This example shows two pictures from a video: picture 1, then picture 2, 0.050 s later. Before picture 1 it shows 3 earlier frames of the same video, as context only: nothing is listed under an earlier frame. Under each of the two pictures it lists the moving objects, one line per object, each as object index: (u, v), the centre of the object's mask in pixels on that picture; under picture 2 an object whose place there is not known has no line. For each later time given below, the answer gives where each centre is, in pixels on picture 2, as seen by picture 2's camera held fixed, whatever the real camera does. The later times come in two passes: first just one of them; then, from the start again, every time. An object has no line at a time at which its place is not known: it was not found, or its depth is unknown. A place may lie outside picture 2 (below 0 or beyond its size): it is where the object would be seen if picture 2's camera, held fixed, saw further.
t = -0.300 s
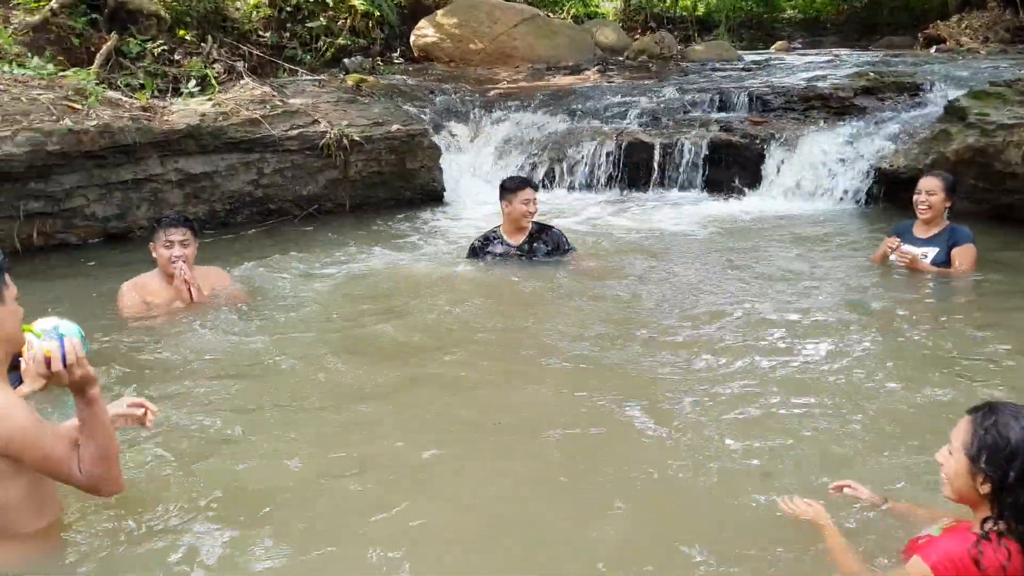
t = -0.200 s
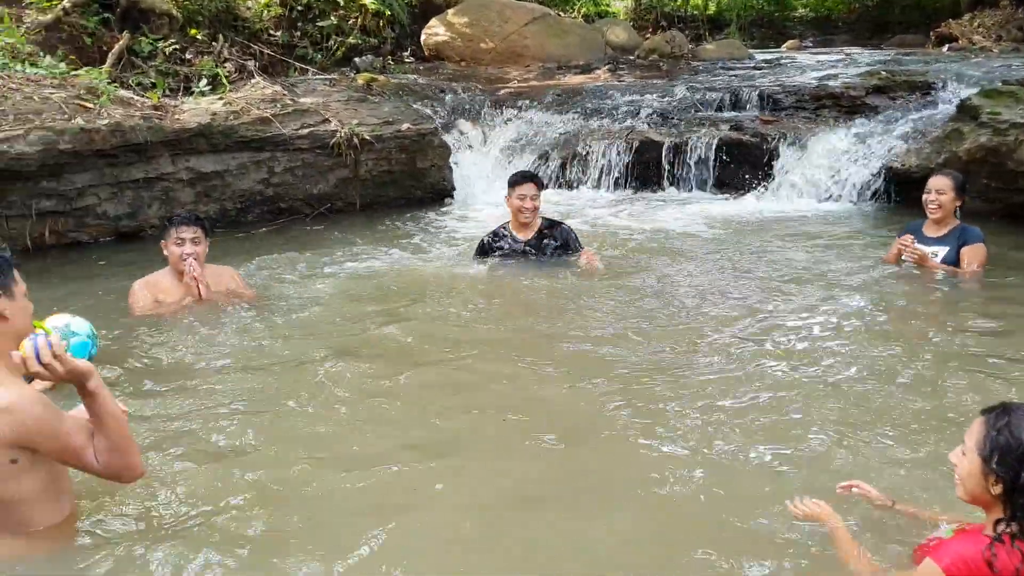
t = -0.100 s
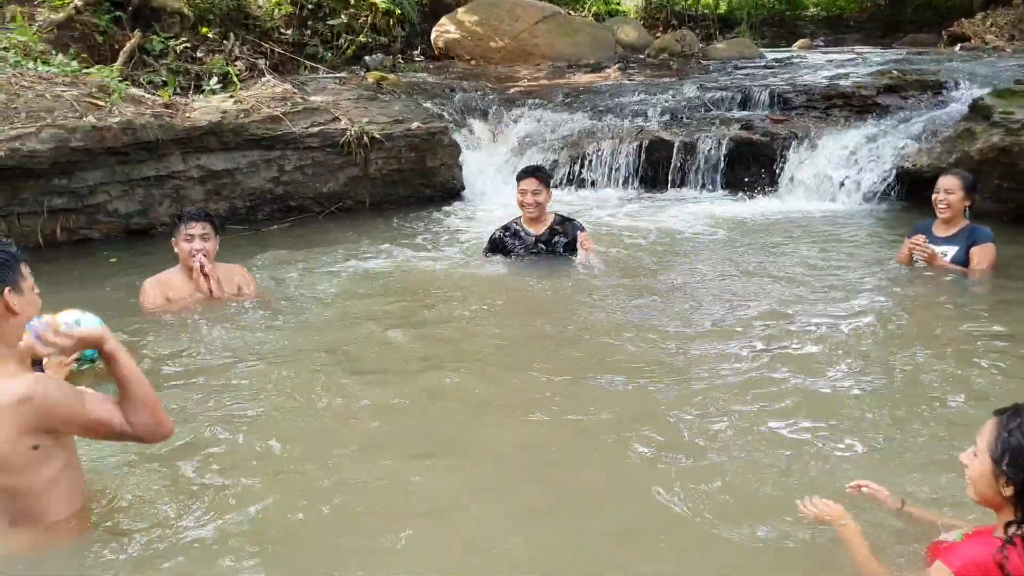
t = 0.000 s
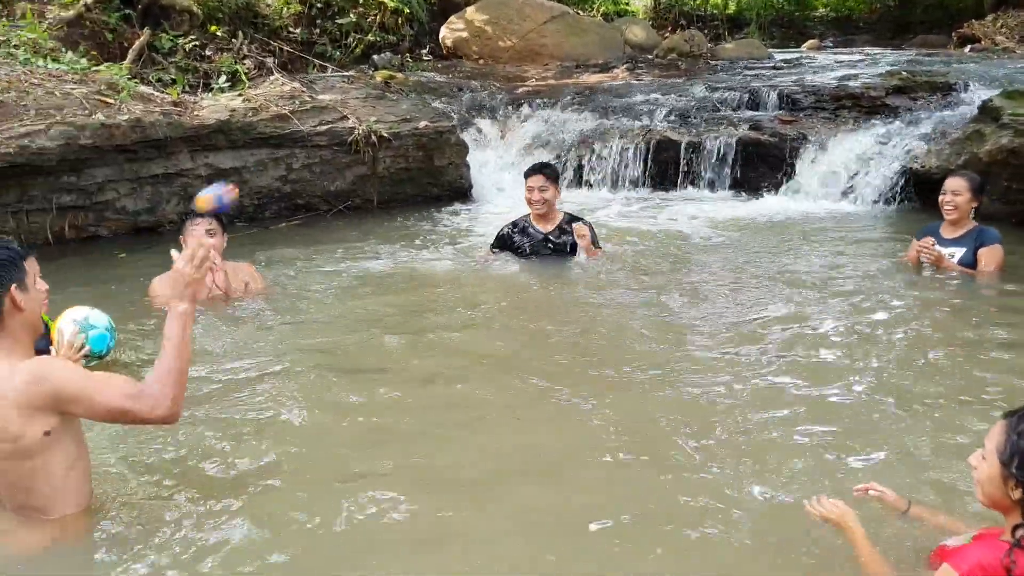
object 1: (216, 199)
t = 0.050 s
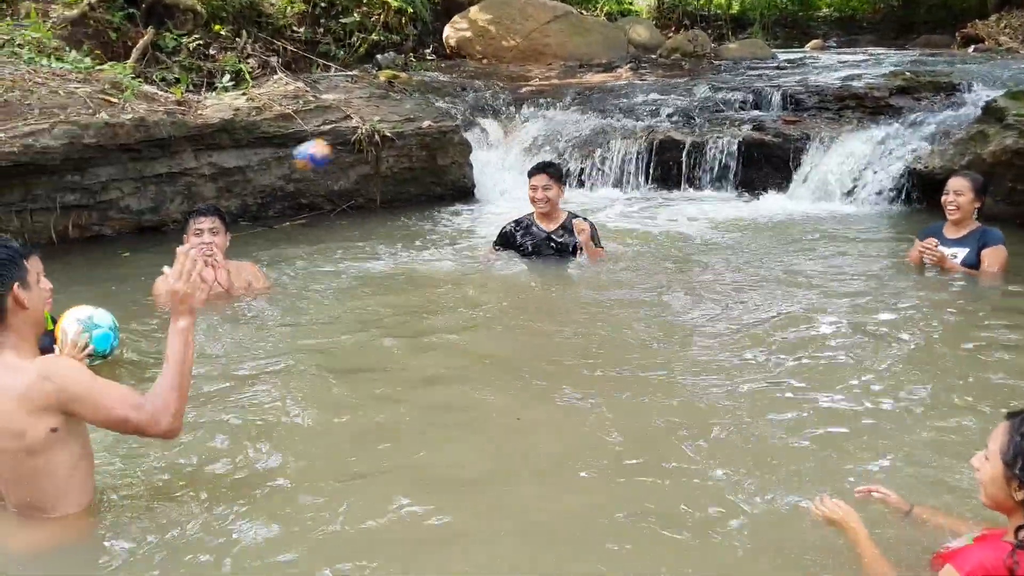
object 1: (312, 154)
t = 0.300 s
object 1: (625, 111)
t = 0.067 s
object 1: (339, 144)
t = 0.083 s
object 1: (366, 133)
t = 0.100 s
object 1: (391, 126)
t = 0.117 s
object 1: (416, 120)
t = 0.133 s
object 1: (440, 115)
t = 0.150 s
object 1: (461, 109)
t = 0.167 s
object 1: (483, 106)
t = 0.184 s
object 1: (503, 105)
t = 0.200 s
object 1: (523, 104)
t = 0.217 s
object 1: (541, 103)
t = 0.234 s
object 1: (561, 103)
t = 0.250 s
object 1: (578, 104)
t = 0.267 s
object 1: (595, 107)
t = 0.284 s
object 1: (610, 109)
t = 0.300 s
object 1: (625, 111)
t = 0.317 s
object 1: (640, 115)
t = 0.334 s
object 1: (654, 120)
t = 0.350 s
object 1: (670, 126)
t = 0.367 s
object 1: (682, 130)
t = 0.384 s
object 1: (694, 137)
